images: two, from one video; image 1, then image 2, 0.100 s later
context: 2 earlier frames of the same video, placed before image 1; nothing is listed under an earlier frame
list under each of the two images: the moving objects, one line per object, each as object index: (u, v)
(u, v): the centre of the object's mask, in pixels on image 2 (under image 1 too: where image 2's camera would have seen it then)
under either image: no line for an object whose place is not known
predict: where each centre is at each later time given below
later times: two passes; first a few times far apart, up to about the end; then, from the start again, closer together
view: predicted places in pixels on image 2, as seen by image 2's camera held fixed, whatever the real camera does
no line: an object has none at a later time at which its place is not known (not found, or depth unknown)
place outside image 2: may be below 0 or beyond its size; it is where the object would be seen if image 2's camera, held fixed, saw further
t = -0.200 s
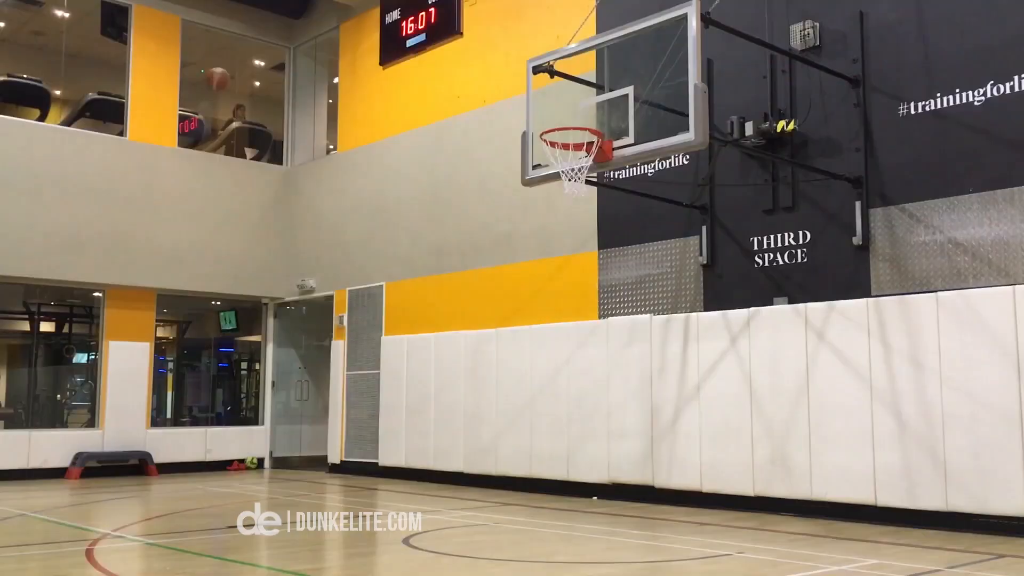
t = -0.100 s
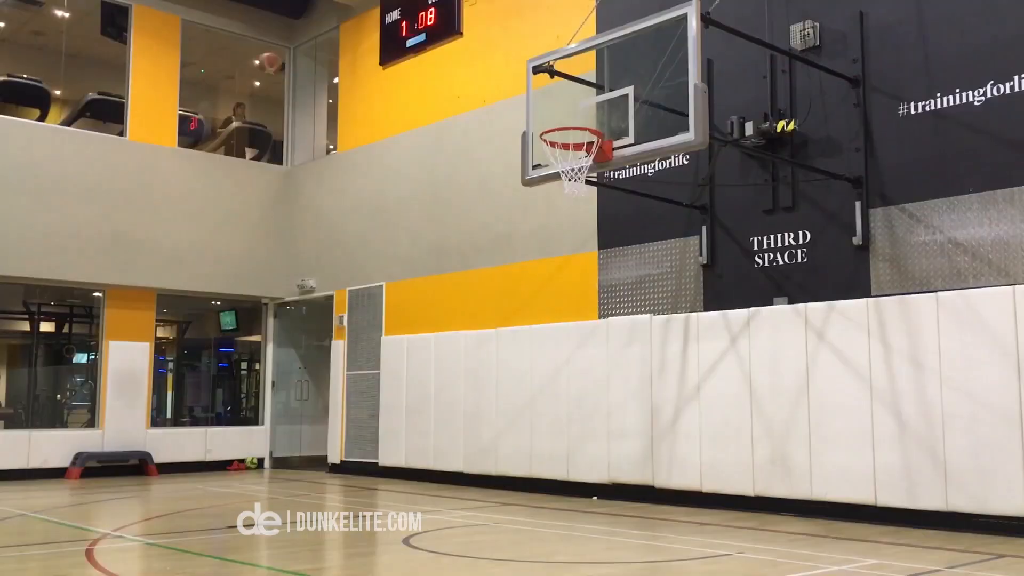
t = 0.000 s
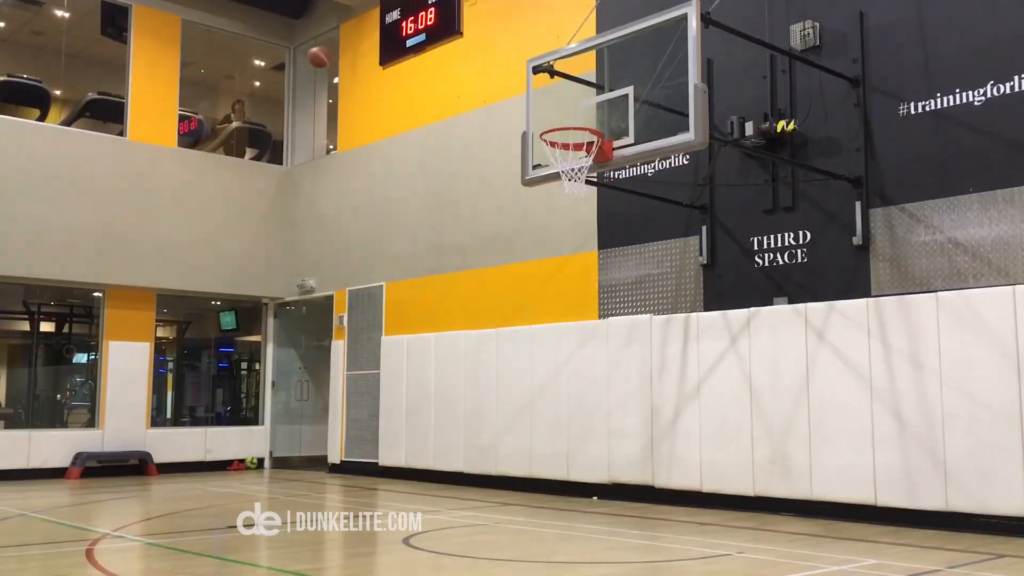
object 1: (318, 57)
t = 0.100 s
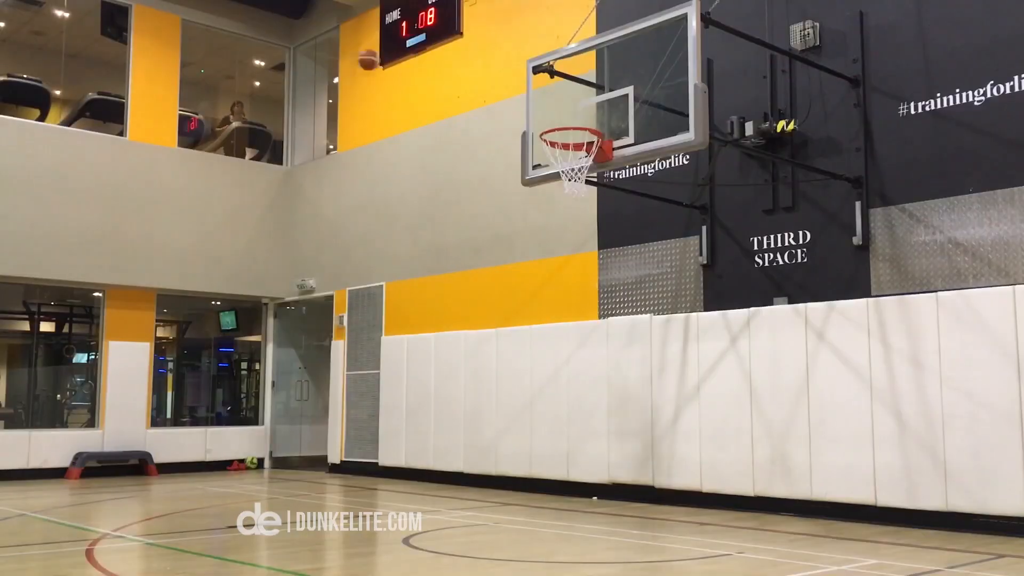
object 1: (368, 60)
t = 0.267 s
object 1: (448, 82)
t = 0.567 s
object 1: (590, 190)
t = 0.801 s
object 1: (567, 227)
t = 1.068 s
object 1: (545, 364)
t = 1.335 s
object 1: (517, 445)
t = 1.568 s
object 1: (484, 326)
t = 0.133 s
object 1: (384, 62)
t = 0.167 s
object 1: (399, 65)
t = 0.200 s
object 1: (417, 71)
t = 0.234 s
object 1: (432, 76)
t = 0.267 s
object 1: (448, 82)
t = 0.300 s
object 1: (464, 90)
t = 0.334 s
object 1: (479, 98)
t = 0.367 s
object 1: (495, 107)
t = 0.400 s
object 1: (511, 117)
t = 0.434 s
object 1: (524, 127)
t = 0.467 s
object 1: (538, 140)
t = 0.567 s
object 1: (590, 190)
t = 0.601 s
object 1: (583, 190)
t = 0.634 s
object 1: (582, 193)
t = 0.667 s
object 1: (578, 198)
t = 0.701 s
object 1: (574, 202)
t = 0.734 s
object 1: (572, 207)
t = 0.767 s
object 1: (569, 217)
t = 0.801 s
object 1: (567, 227)
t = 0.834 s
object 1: (564, 240)
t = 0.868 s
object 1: (561, 253)
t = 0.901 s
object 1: (559, 268)
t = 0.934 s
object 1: (556, 284)
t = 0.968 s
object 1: (553, 302)
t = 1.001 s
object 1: (550, 321)
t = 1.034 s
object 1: (547, 342)
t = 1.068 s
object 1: (545, 364)
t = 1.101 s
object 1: (542, 390)
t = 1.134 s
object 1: (539, 416)
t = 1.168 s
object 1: (536, 445)
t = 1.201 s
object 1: (533, 476)
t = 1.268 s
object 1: (526, 488)
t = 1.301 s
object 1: (521, 465)
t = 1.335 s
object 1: (517, 445)
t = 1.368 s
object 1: (513, 424)
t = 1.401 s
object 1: (508, 405)
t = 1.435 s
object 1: (503, 387)
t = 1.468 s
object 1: (498, 370)
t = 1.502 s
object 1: (493, 355)
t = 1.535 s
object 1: (489, 340)
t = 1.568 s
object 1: (484, 326)
